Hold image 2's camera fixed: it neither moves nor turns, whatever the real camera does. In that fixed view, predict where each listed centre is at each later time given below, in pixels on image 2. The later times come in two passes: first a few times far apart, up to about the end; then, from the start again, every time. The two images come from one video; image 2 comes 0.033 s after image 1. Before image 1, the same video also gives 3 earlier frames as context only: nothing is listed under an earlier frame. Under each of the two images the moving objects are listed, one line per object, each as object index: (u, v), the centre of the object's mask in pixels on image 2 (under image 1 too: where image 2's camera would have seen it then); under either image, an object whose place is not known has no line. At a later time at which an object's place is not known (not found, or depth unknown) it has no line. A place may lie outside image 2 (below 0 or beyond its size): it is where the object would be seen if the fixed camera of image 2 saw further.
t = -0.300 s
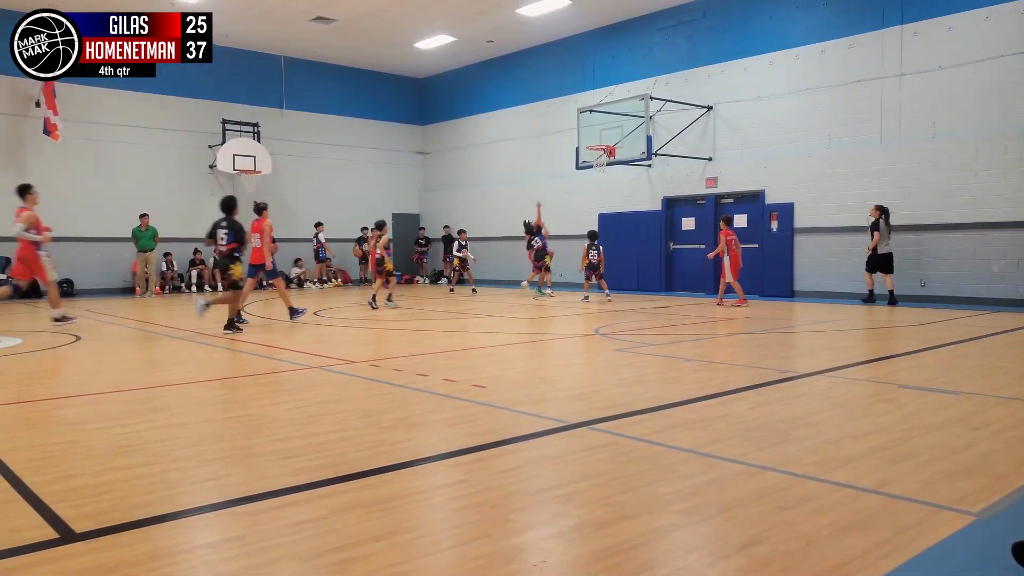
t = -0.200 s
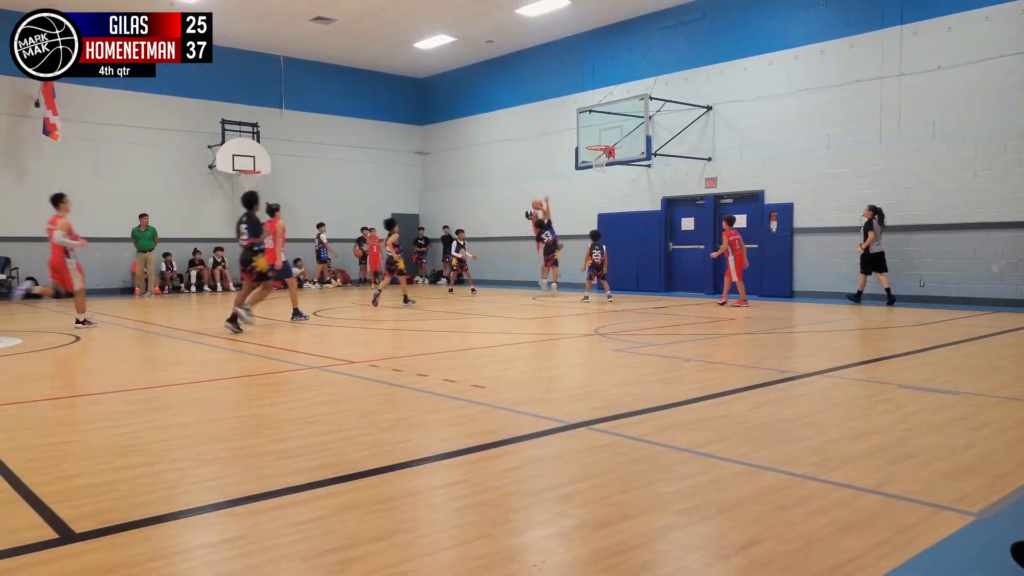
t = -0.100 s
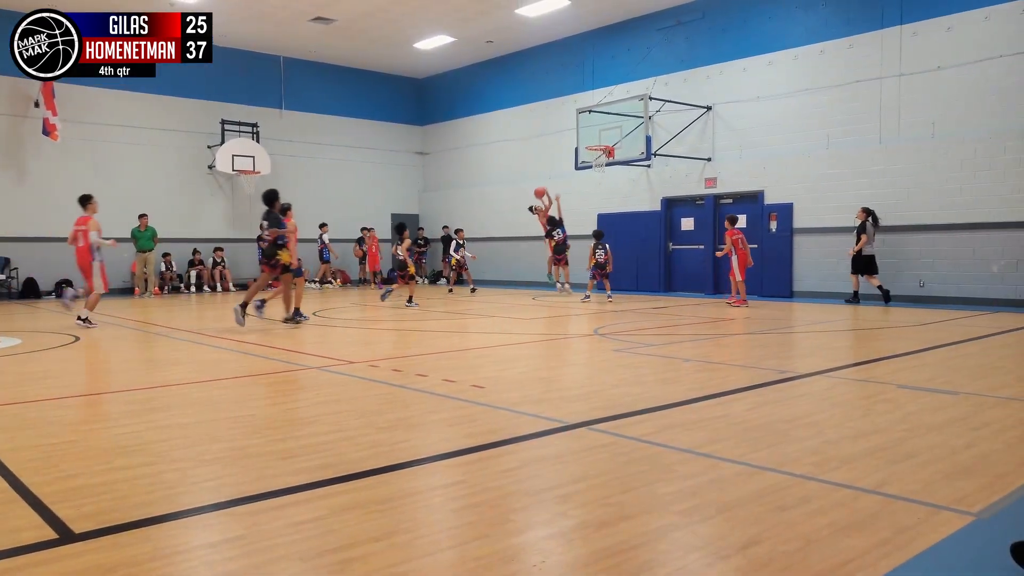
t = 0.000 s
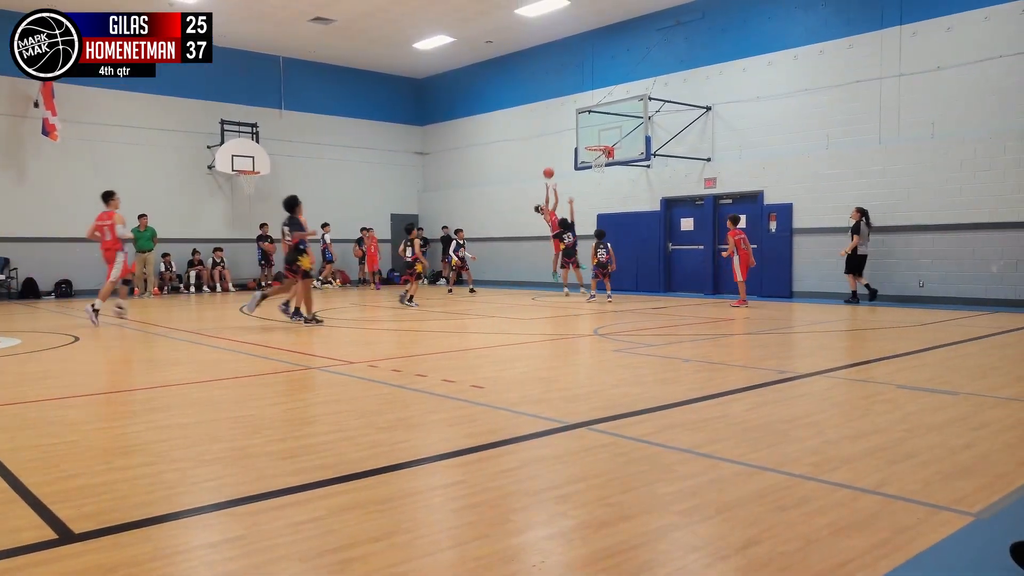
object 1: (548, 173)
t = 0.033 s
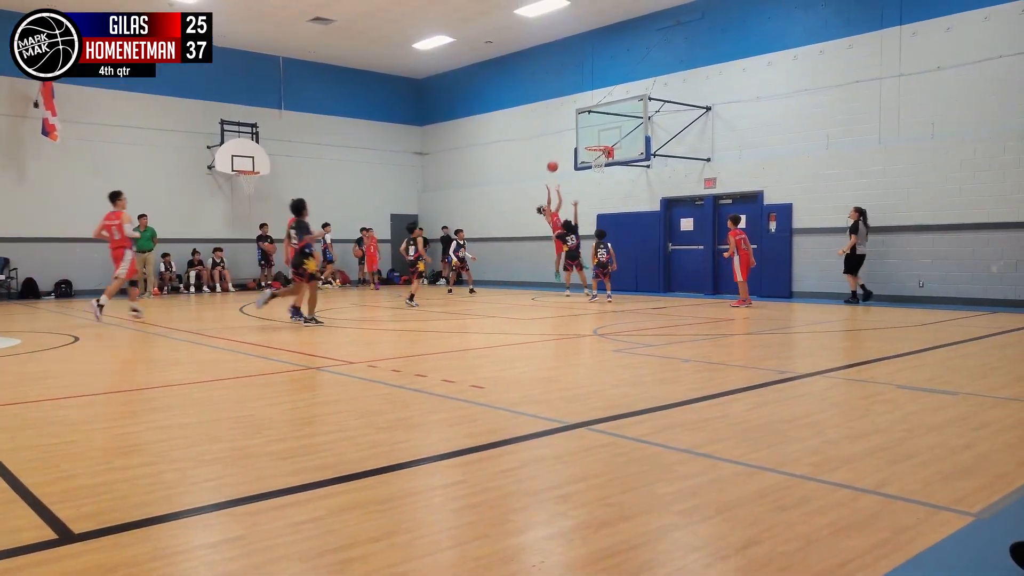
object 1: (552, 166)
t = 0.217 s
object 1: (569, 142)
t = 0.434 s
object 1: (553, 143)
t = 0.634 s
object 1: (538, 165)
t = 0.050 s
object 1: (554, 163)
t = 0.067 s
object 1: (556, 160)
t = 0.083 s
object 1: (558, 157)
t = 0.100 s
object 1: (561, 155)
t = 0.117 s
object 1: (563, 152)
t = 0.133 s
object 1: (565, 149)
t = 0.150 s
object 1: (567, 147)
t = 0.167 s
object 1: (569, 145)
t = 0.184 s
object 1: (571, 143)
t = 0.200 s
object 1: (570, 142)
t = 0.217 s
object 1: (569, 142)
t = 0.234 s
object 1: (568, 141)
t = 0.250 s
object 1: (566, 140)
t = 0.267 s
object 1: (565, 140)
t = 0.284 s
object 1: (564, 139)
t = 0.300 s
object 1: (563, 139)
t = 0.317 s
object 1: (562, 139)
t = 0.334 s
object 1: (560, 139)
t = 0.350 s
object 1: (559, 139)
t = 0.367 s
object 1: (558, 140)
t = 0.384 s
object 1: (557, 141)
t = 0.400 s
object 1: (556, 141)
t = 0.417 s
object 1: (554, 142)
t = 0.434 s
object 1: (553, 143)
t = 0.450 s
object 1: (552, 144)
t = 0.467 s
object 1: (551, 145)
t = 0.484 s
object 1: (549, 147)
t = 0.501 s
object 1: (548, 148)
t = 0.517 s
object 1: (547, 150)
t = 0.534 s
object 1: (545, 151)
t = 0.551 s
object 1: (544, 153)
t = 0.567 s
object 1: (543, 155)
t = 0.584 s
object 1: (542, 158)
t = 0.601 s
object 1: (541, 160)
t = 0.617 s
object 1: (539, 162)
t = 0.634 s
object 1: (538, 165)
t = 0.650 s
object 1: (537, 168)
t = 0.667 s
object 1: (536, 171)
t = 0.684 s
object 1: (534, 174)
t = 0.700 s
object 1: (533, 177)
